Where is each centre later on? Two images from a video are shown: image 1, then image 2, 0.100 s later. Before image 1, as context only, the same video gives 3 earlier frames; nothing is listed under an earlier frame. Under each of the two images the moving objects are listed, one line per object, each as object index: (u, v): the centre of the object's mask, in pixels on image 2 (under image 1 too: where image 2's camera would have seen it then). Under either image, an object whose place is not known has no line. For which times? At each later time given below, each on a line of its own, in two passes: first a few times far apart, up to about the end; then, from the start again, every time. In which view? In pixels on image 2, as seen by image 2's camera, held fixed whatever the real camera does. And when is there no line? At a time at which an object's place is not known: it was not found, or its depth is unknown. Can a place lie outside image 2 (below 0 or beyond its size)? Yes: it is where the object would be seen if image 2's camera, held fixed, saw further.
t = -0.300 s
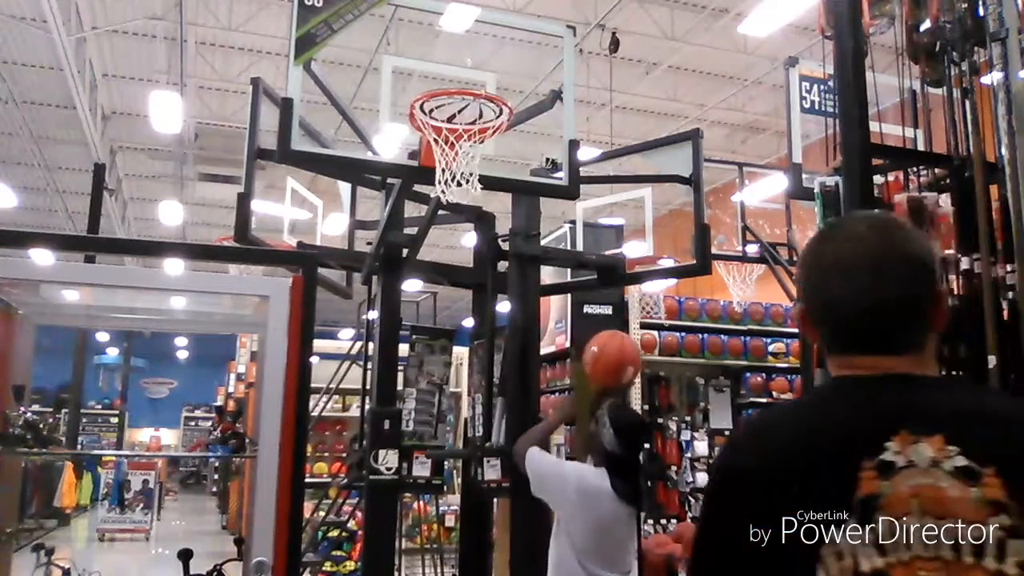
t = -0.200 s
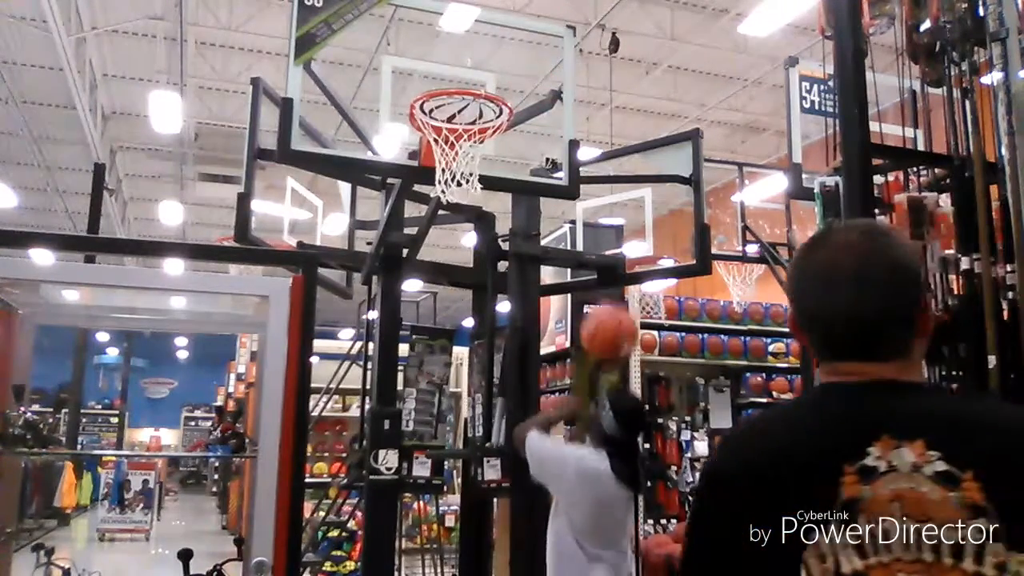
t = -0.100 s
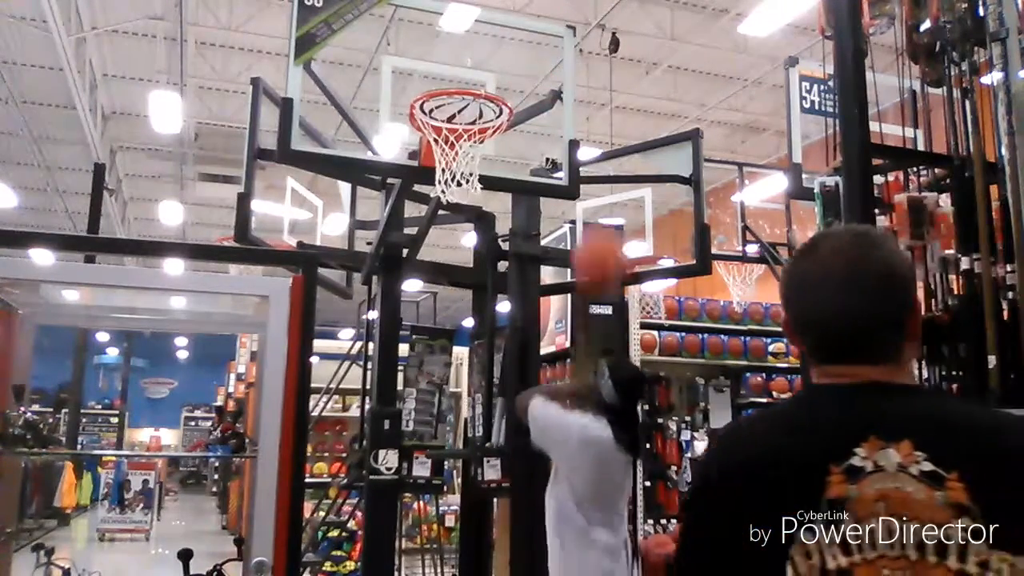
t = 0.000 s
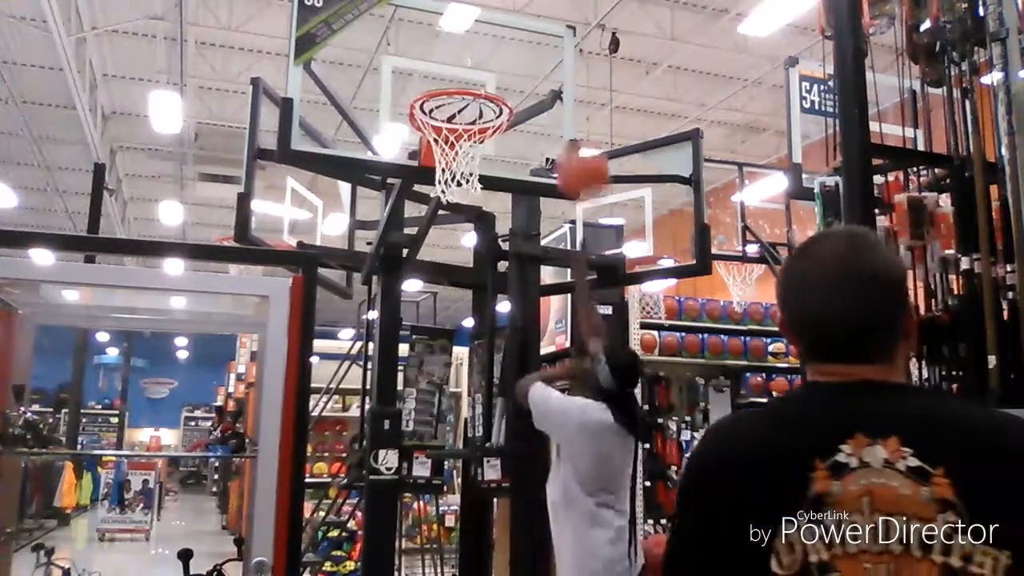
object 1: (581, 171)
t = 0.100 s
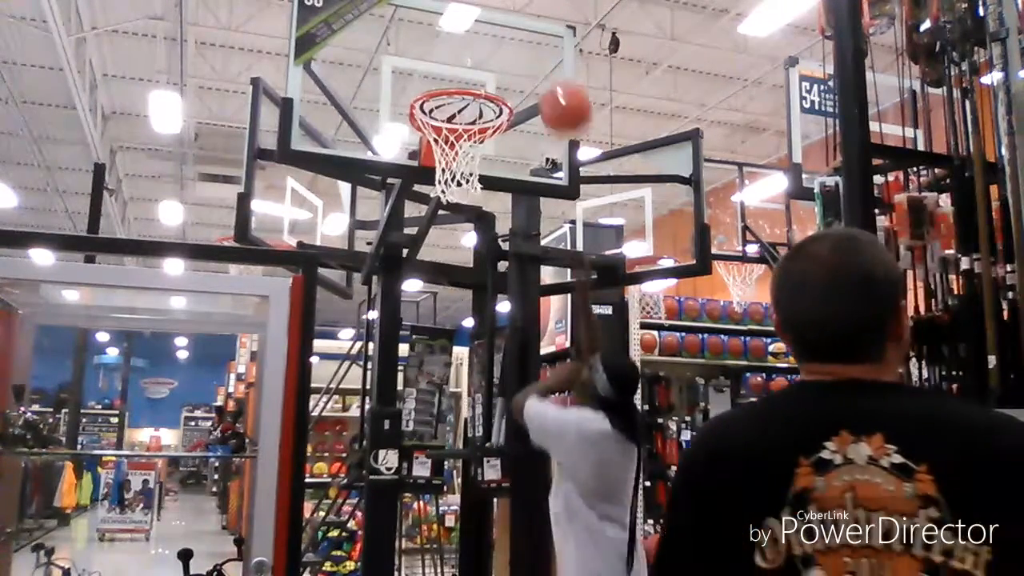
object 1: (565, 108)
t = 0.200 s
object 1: (550, 70)
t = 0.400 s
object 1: (521, 54)
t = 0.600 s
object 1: (500, 87)
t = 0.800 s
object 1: (492, 82)
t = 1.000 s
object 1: (492, 87)
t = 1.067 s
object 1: (496, 92)
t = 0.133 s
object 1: (561, 92)
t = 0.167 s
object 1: (555, 79)
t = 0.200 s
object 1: (550, 70)
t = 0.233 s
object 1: (545, 62)
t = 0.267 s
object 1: (540, 56)
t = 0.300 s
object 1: (535, 53)
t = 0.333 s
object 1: (530, 51)
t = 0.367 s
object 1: (526, 52)
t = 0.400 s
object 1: (521, 54)
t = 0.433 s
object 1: (516, 59)
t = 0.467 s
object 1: (511, 65)
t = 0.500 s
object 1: (507, 74)
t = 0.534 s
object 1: (504, 80)
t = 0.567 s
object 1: (501, 87)
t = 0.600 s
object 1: (500, 87)
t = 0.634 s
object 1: (498, 82)
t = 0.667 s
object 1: (496, 80)
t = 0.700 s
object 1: (494, 79)
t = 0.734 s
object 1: (494, 79)
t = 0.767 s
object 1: (493, 80)
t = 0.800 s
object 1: (492, 82)
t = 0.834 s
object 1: (492, 85)
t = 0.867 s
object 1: (494, 90)
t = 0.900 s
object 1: (494, 89)
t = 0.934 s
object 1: (493, 87)
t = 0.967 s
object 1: (492, 87)
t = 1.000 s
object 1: (492, 87)
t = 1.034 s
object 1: (493, 89)
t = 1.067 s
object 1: (496, 92)
